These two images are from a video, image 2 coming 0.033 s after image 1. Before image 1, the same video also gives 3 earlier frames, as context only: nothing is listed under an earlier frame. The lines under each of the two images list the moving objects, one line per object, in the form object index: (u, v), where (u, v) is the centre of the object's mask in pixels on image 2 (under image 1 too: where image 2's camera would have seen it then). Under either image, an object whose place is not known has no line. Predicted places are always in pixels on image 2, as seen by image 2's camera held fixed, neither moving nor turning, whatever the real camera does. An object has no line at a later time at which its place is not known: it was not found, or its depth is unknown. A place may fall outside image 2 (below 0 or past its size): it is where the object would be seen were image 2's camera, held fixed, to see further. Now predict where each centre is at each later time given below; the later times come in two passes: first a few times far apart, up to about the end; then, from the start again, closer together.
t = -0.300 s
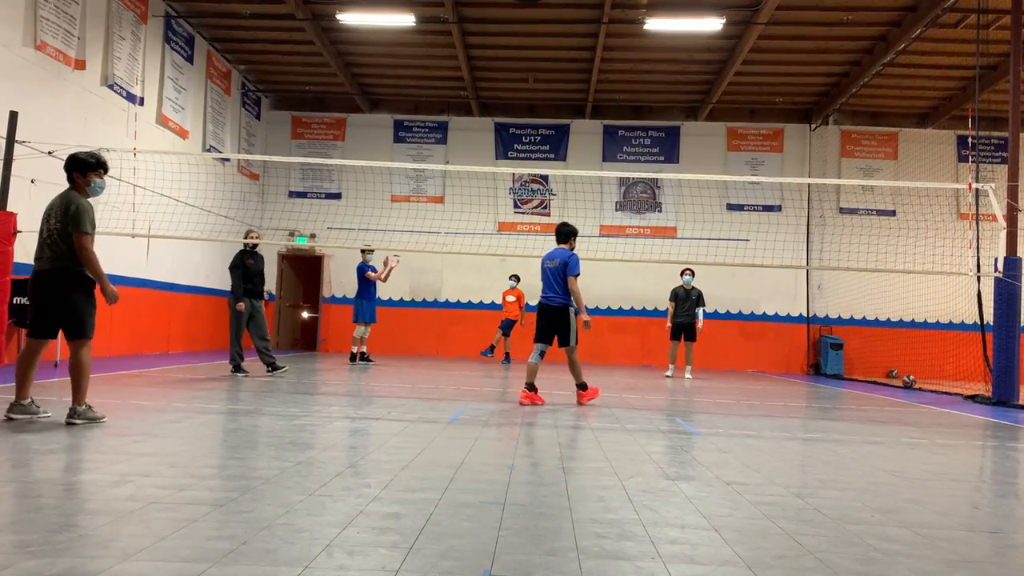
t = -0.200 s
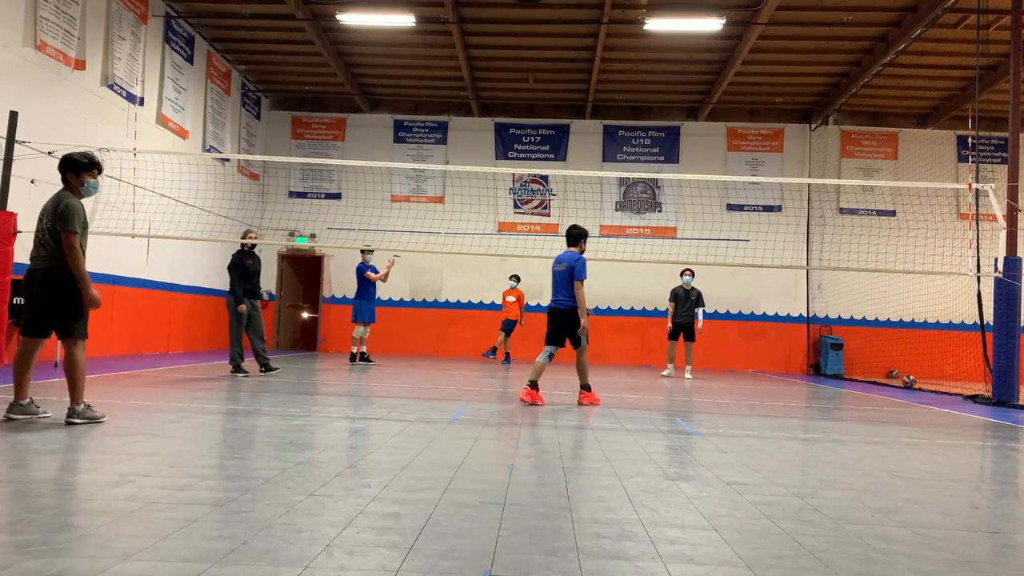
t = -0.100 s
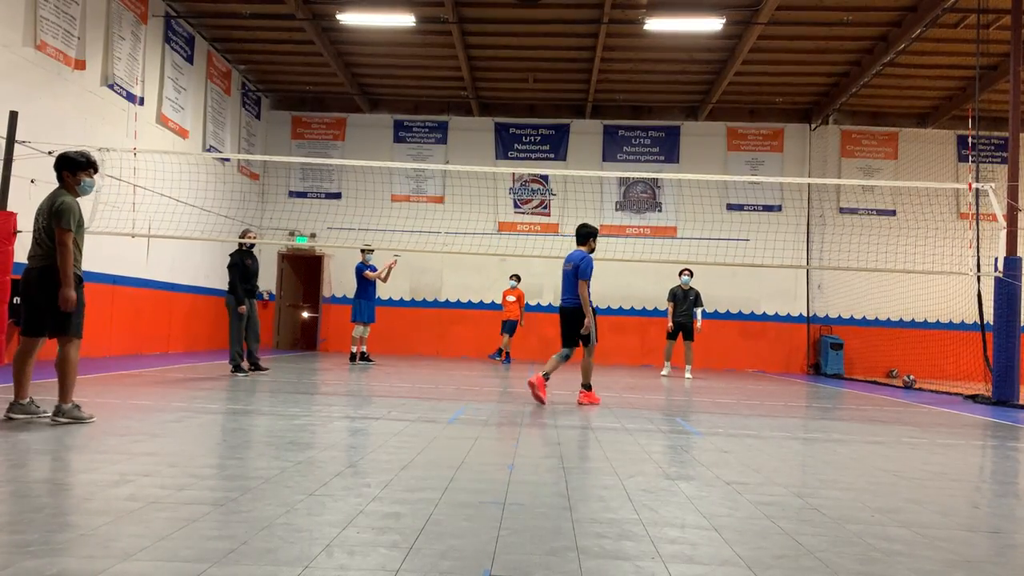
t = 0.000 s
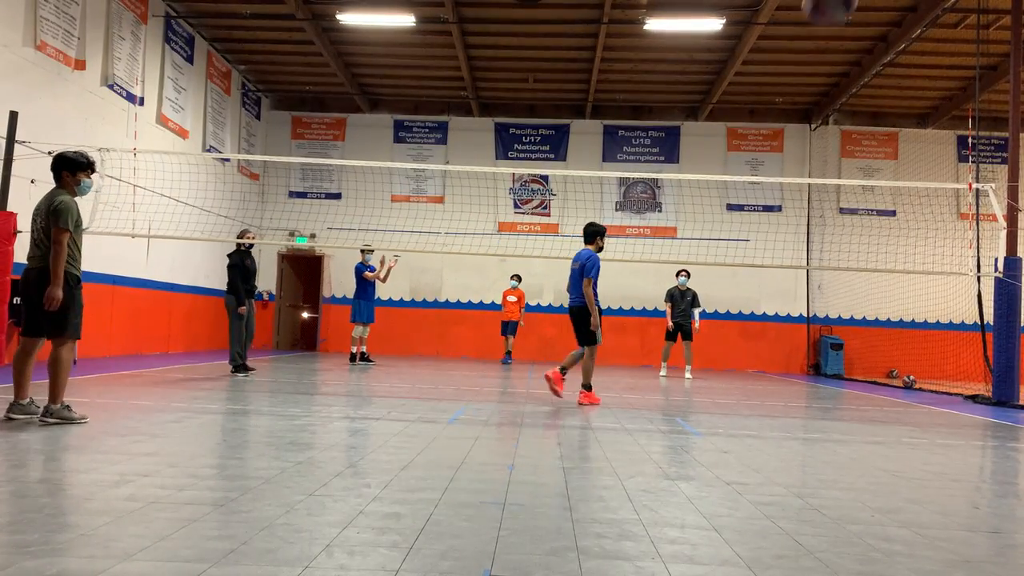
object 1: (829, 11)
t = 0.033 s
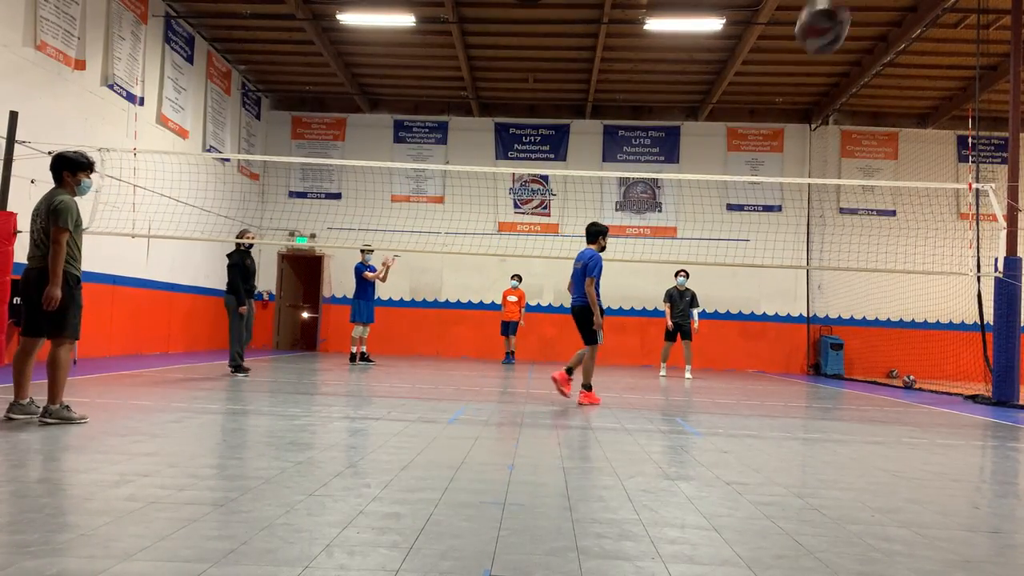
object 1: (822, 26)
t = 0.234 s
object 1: (786, 192)
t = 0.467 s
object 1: (759, 387)
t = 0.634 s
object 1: (754, 357)
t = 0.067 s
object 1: (815, 51)
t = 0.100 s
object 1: (808, 80)
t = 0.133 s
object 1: (802, 105)
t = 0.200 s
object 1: (790, 163)
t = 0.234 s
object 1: (786, 192)
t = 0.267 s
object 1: (781, 222)
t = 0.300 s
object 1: (777, 249)
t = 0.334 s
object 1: (772, 276)
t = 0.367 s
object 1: (769, 302)
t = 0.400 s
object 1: (765, 330)
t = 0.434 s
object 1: (762, 358)
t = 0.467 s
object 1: (759, 387)
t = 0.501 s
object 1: (757, 417)
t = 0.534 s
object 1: (756, 416)
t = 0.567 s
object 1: (755, 394)
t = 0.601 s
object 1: (754, 374)
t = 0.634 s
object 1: (754, 357)
